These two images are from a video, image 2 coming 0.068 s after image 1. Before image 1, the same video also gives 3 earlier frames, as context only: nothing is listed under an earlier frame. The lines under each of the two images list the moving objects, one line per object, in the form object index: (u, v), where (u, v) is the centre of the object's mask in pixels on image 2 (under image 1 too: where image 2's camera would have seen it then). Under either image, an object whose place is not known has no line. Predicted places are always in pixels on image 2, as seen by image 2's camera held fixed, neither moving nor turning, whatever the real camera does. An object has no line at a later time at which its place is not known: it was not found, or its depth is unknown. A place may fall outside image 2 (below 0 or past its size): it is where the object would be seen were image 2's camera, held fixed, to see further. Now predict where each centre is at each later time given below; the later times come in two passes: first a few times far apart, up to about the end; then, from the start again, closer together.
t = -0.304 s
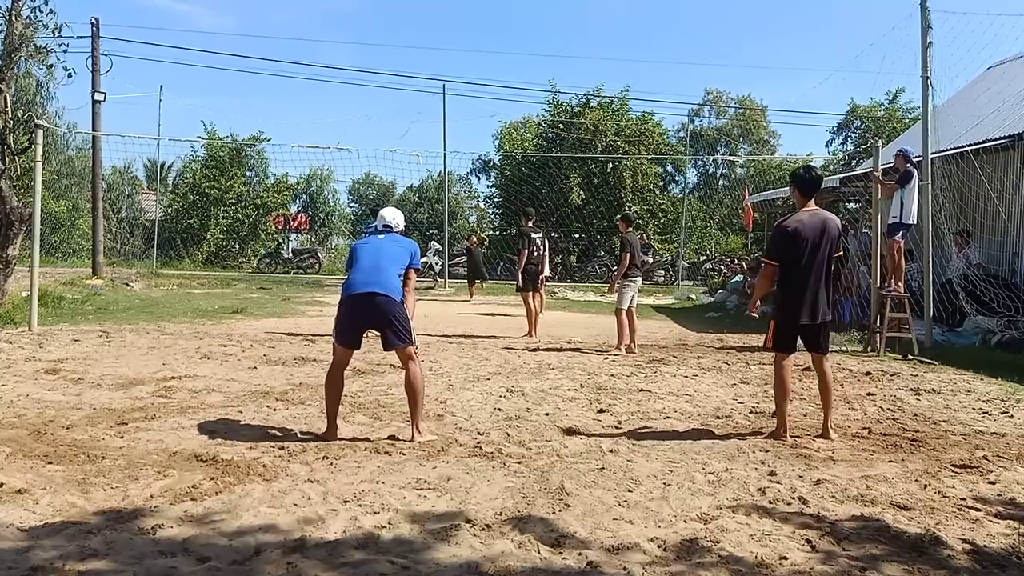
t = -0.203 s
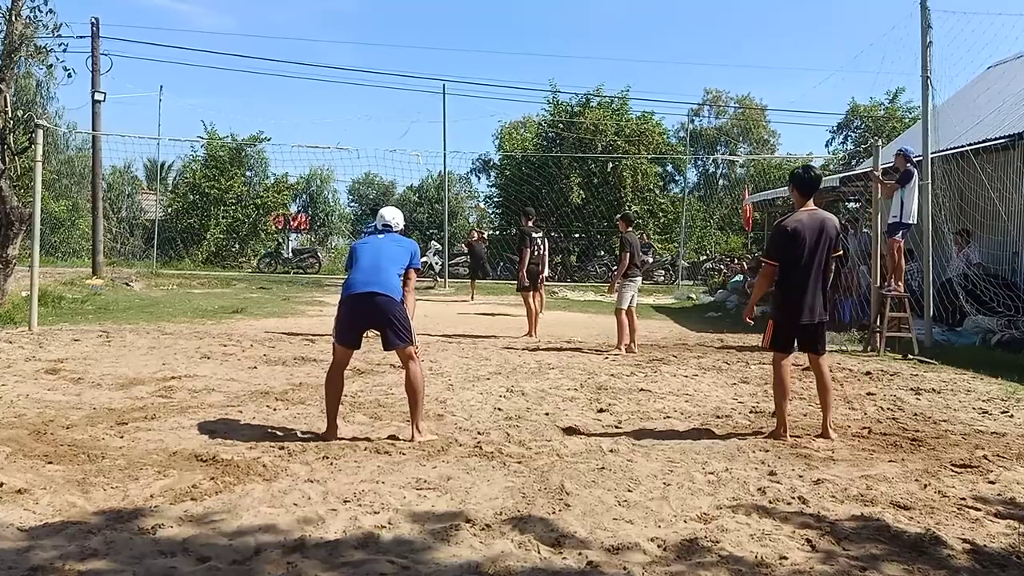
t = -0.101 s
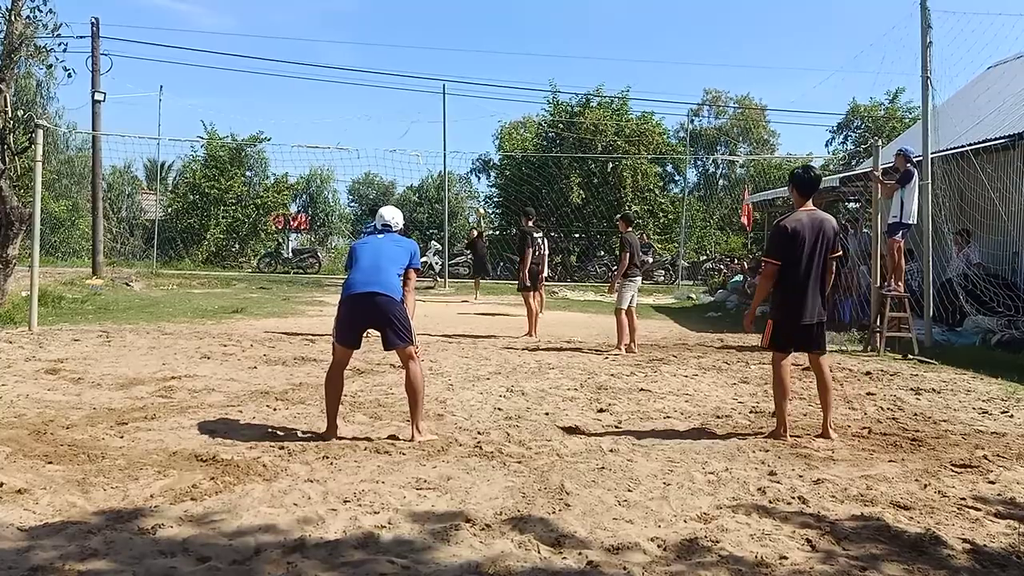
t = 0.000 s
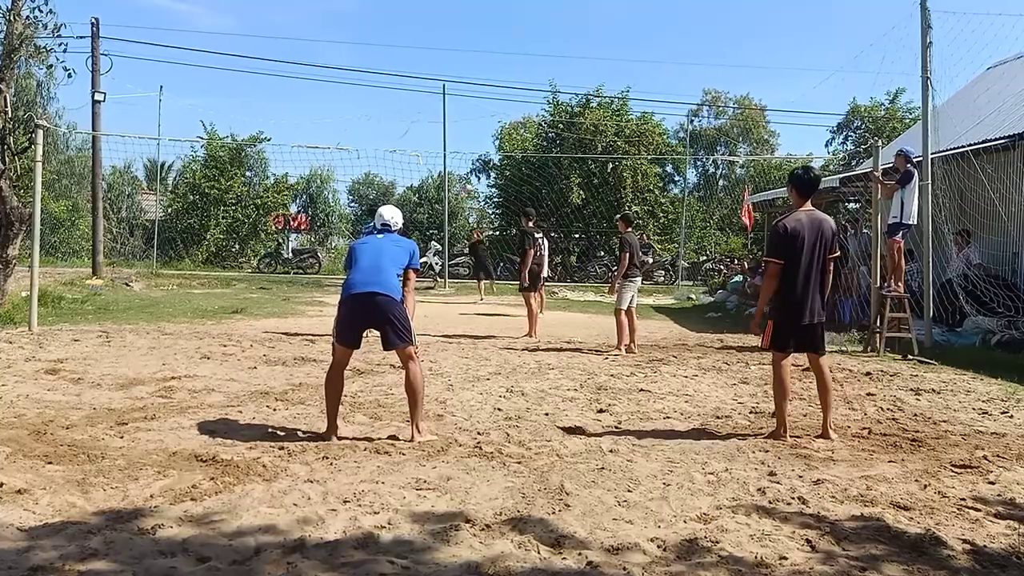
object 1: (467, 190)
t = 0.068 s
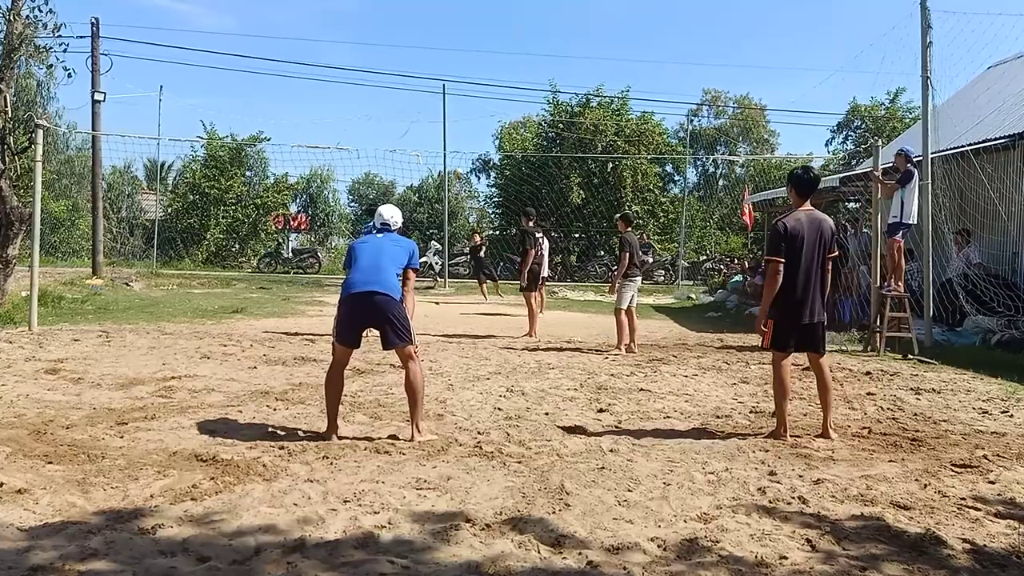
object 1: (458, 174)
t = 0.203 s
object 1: (435, 145)
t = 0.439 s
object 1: (385, 111)
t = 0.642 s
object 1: (319, 115)
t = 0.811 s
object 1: (232, 161)
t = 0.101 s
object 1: (452, 167)
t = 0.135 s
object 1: (447, 159)
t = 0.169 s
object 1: (441, 151)
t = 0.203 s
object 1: (435, 145)
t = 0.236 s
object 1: (429, 138)
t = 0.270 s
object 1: (423, 132)
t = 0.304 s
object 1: (416, 126)
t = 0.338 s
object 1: (410, 122)
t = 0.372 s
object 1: (402, 118)
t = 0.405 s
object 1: (394, 113)
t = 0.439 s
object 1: (385, 111)
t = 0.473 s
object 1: (376, 109)
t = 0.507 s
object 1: (366, 108)
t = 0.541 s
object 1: (355, 108)
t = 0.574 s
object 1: (344, 109)
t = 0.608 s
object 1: (333, 111)
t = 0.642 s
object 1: (319, 115)
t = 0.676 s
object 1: (305, 121)
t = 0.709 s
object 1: (290, 128)
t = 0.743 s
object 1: (273, 137)
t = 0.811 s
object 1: (232, 161)
